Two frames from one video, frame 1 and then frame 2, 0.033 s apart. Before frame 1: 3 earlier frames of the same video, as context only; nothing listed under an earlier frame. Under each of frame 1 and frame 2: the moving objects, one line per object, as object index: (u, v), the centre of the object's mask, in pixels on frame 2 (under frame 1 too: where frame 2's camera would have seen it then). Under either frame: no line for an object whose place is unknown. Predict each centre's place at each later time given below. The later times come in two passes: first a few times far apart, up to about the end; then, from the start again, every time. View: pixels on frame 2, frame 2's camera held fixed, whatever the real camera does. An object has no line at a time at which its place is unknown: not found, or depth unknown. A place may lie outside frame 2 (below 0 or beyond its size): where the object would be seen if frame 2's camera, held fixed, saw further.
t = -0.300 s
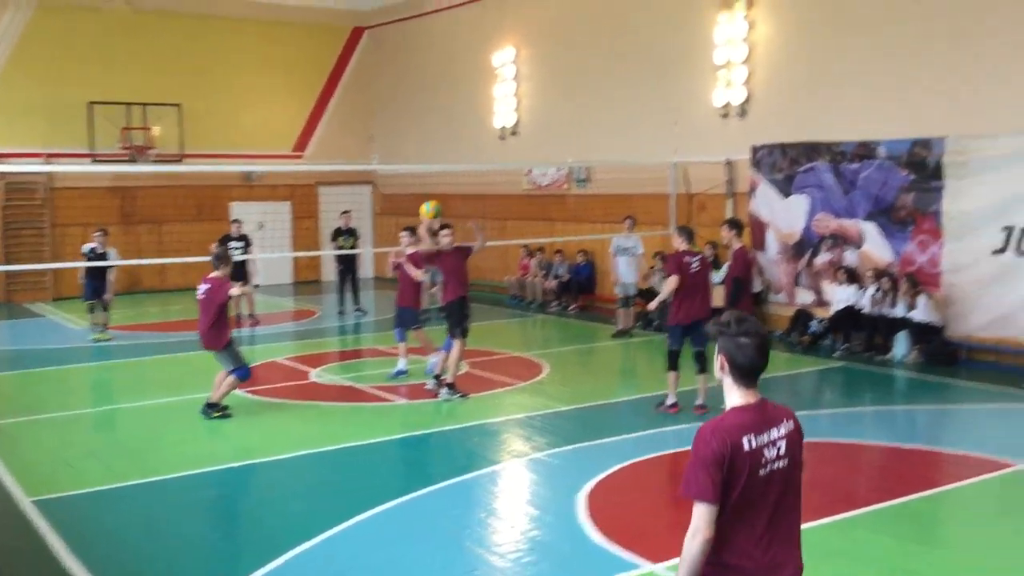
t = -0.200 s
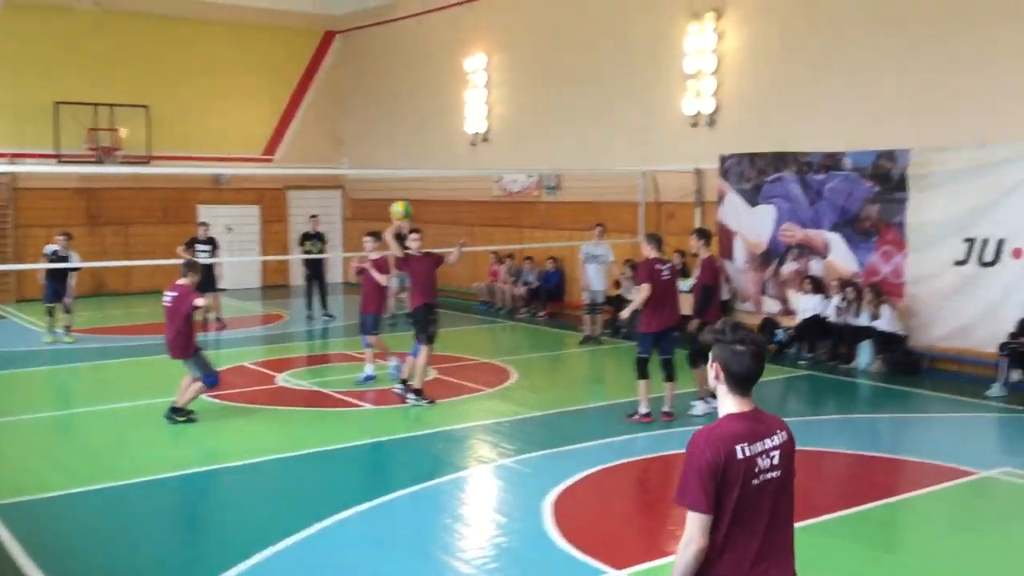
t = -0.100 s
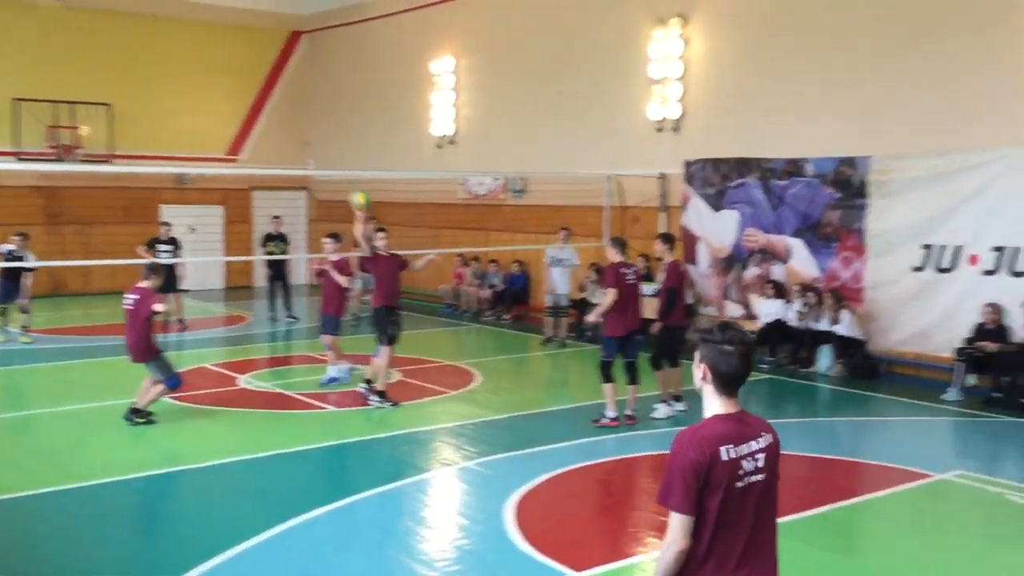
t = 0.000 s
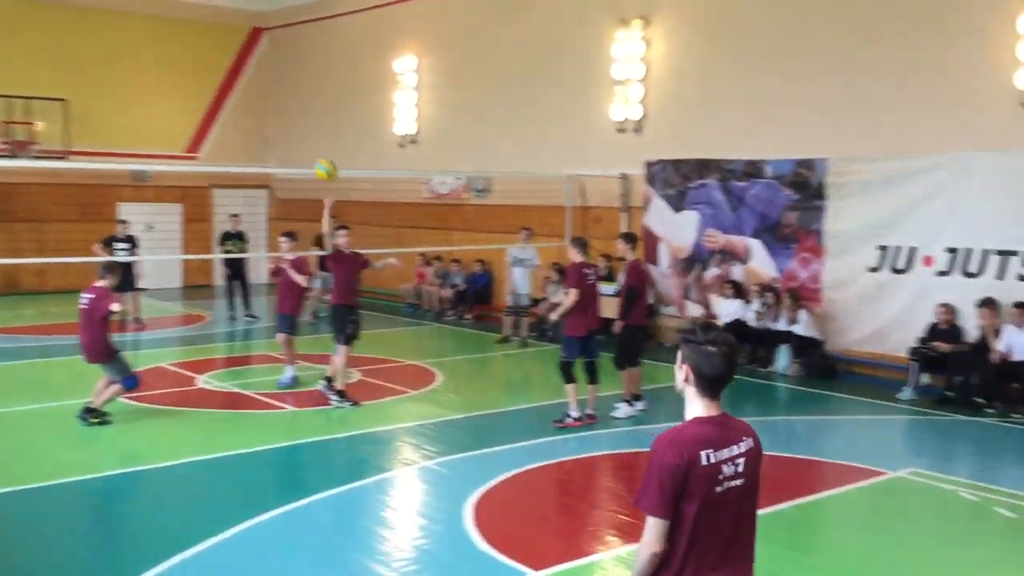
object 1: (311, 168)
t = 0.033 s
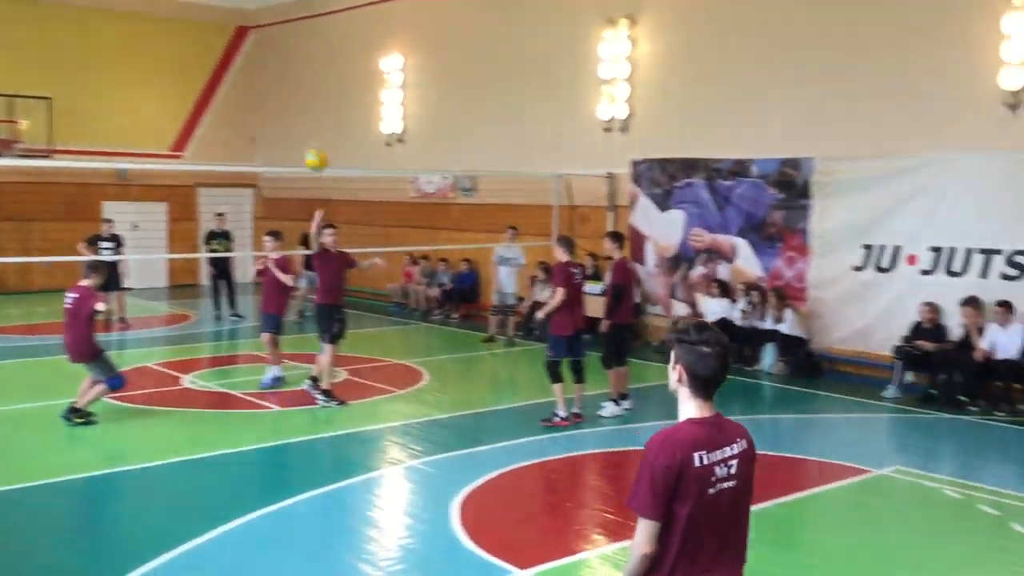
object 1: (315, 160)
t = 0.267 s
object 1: (342, 116)
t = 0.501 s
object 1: (381, 129)
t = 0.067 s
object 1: (320, 151)
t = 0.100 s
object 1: (322, 143)
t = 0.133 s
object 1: (325, 136)
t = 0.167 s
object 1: (330, 129)
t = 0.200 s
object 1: (333, 124)
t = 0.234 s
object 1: (337, 120)
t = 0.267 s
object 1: (342, 116)
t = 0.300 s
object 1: (347, 114)
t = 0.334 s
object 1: (352, 112)
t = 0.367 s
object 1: (357, 112)
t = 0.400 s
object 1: (363, 113)
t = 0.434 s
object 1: (367, 117)
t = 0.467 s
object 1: (374, 122)
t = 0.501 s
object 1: (381, 129)
